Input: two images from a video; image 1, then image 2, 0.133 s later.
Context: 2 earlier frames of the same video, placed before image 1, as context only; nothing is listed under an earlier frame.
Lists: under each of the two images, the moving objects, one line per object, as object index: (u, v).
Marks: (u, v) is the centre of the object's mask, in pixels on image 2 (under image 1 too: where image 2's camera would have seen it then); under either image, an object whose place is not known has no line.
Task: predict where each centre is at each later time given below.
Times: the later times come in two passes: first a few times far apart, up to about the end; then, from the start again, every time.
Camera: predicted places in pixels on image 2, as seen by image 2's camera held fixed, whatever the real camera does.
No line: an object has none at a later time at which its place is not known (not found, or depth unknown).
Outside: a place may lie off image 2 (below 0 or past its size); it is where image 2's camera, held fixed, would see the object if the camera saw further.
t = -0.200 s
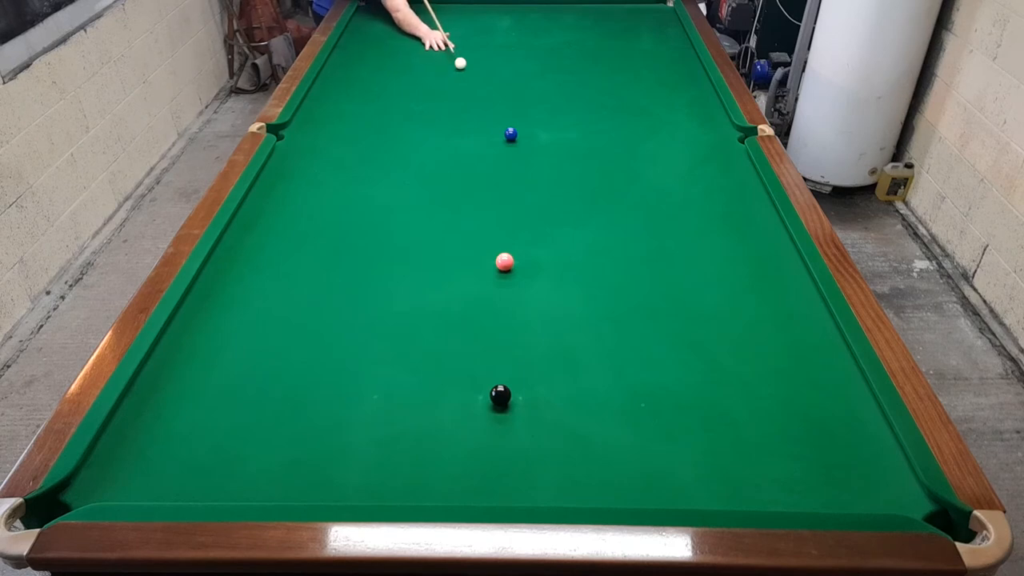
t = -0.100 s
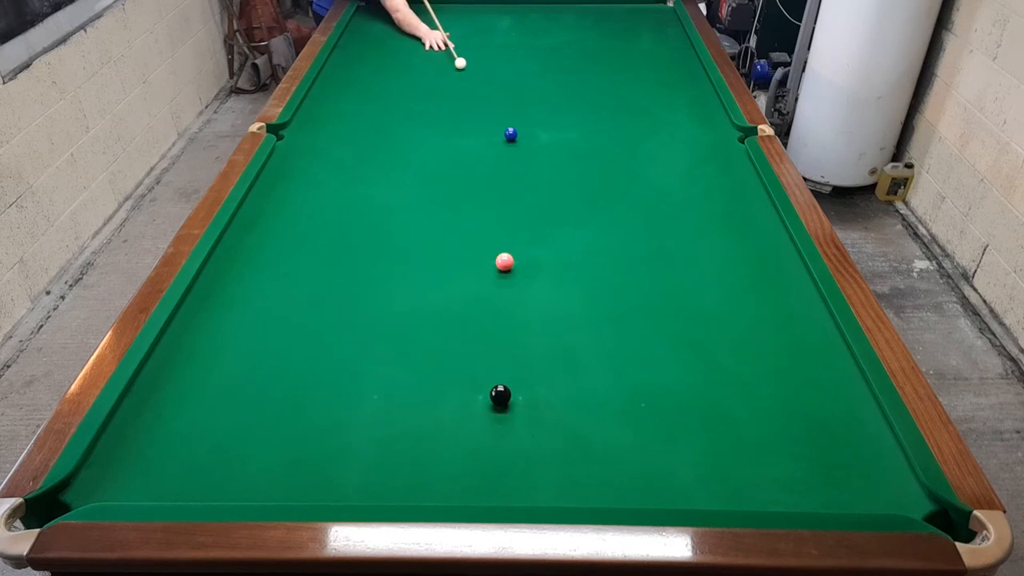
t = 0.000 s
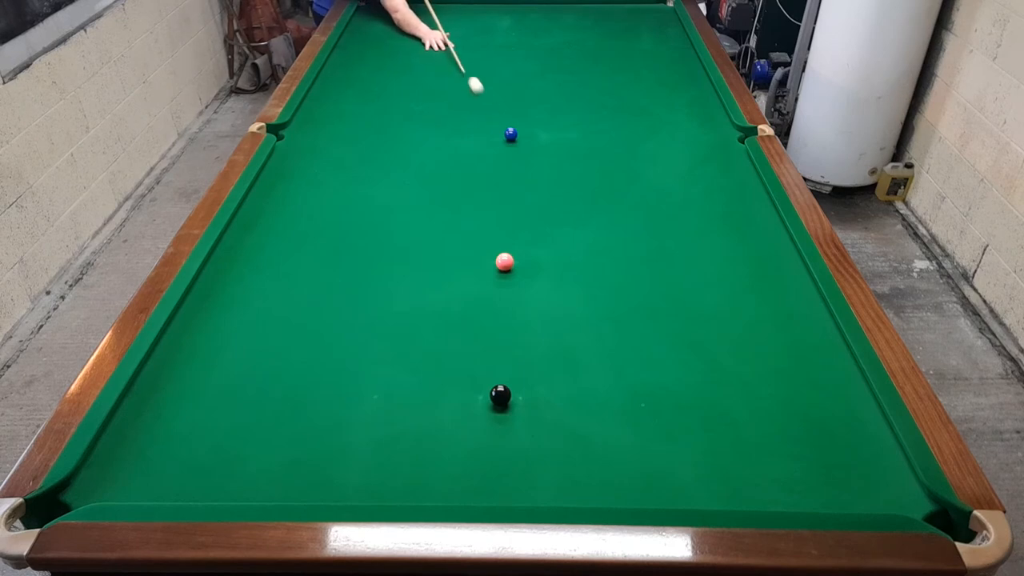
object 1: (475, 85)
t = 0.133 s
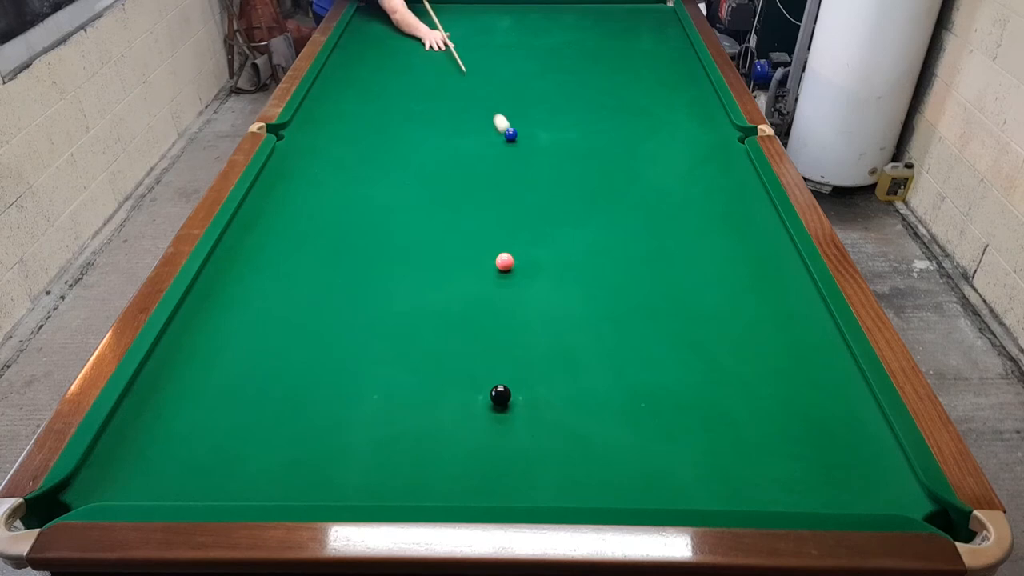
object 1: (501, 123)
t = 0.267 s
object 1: (495, 132)
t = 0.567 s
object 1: (476, 139)
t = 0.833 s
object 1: (459, 145)
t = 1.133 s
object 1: (441, 152)
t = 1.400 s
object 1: (427, 157)
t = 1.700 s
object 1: (412, 162)
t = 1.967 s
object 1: (401, 166)
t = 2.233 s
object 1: (391, 169)
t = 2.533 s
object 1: (381, 173)
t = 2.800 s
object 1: (375, 175)
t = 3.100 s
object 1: (369, 176)
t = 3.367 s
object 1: (366, 177)
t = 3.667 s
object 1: (366, 177)
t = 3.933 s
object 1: (366, 177)
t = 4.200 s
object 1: (366, 177)
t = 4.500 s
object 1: (366, 177)
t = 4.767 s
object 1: (366, 177)
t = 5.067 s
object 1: (366, 177)
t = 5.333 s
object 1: (366, 177)
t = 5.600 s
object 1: (365, 177)
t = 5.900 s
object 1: (366, 177)
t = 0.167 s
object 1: (503, 129)
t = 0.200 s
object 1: (500, 130)
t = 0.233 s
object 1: (498, 131)
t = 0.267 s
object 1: (495, 132)
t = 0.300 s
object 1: (493, 133)
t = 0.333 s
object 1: (491, 134)
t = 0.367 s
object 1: (489, 134)
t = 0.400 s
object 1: (487, 135)
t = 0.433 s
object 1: (484, 136)
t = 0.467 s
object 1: (482, 137)
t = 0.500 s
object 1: (480, 138)
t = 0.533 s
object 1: (478, 138)
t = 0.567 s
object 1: (476, 139)
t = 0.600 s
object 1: (473, 140)
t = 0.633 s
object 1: (471, 141)
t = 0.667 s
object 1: (469, 142)
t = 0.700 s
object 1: (467, 142)
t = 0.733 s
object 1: (465, 143)
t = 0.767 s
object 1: (463, 144)
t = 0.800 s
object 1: (461, 144)
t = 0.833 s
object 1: (459, 145)
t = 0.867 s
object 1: (457, 146)
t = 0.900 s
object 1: (455, 147)
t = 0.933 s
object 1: (452, 148)
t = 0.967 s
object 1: (451, 148)
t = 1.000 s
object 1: (449, 149)
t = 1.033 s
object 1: (447, 150)
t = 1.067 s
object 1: (445, 150)
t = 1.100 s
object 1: (443, 151)
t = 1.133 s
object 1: (441, 152)
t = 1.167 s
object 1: (439, 152)
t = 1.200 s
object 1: (437, 153)
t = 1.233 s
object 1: (436, 154)
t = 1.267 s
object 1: (434, 154)
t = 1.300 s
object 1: (432, 155)
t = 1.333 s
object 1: (430, 156)
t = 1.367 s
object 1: (428, 156)
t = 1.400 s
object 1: (427, 157)
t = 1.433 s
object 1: (425, 157)
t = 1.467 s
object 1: (423, 158)
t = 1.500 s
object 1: (422, 159)
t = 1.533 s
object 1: (420, 159)
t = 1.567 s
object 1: (418, 160)
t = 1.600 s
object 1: (417, 160)
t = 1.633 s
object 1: (415, 161)
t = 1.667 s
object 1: (414, 162)
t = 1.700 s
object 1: (412, 162)
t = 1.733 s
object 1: (411, 163)
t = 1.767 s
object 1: (409, 163)
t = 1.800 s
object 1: (408, 164)
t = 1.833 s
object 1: (406, 164)
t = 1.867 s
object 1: (405, 165)
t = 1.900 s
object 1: (404, 165)
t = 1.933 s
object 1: (402, 165)
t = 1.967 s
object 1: (401, 166)
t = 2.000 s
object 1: (400, 166)
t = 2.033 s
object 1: (398, 167)
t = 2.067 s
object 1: (397, 167)
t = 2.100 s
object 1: (396, 168)
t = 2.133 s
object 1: (395, 168)
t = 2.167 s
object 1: (393, 169)
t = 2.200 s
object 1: (392, 169)
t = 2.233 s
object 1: (391, 169)
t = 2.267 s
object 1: (390, 170)
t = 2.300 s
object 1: (389, 170)
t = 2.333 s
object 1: (388, 171)
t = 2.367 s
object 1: (387, 171)
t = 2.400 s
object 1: (385, 171)
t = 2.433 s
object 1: (384, 172)
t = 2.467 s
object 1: (383, 172)
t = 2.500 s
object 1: (382, 172)
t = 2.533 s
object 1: (381, 173)
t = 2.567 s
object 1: (381, 173)
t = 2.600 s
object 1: (380, 173)
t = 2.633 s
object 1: (379, 173)
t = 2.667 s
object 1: (378, 174)
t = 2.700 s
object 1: (377, 174)
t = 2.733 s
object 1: (376, 174)
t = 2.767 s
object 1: (376, 174)
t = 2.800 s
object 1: (375, 175)
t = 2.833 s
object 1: (374, 175)
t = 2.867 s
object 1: (374, 175)
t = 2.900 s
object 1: (373, 175)
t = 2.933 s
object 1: (372, 176)
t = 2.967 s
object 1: (372, 176)
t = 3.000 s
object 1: (371, 176)
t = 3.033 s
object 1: (370, 176)
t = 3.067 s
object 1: (370, 176)
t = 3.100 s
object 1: (369, 176)
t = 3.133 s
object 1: (369, 176)
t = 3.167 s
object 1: (369, 177)
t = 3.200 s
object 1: (368, 177)
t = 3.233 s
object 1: (368, 177)
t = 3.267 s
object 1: (367, 177)
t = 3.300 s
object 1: (367, 177)
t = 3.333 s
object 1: (367, 177)
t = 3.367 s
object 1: (366, 177)
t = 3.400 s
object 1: (366, 177)
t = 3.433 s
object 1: (366, 177)
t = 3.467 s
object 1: (366, 177)
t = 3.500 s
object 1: (366, 177)
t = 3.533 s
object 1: (366, 177)
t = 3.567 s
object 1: (366, 177)
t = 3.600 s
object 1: (366, 177)
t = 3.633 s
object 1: (366, 177)
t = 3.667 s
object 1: (366, 177)
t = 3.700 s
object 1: (366, 177)
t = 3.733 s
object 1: (366, 177)
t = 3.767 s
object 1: (366, 177)
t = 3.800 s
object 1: (366, 177)
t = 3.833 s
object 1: (366, 177)
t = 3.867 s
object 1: (366, 177)
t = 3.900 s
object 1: (366, 177)
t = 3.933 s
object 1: (366, 177)
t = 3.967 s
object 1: (366, 177)
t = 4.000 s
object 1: (366, 177)
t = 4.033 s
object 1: (366, 177)
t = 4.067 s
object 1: (366, 177)
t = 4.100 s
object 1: (366, 177)
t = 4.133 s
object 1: (366, 177)
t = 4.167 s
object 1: (366, 177)
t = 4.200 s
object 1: (366, 177)
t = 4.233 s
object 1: (366, 177)
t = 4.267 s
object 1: (366, 177)
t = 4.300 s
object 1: (366, 177)
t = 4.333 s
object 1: (366, 177)
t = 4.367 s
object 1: (366, 177)
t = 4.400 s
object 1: (366, 177)
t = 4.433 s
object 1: (366, 177)
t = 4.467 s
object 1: (366, 177)
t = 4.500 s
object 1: (366, 177)
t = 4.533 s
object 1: (366, 177)
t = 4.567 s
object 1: (366, 177)
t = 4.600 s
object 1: (366, 177)
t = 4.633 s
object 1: (366, 177)
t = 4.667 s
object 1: (366, 177)
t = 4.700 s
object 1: (366, 177)
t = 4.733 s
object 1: (366, 177)
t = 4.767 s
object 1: (366, 177)
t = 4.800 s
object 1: (366, 177)
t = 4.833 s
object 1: (366, 177)
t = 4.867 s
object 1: (366, 177)
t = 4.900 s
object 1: (366, 177)
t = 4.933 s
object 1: (366, 177)
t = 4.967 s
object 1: (366, 177)
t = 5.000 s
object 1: (366, 177)
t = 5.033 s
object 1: (366, 177)
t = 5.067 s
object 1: (366, 177)
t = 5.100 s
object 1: (366, 177)
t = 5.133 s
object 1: (366, 177)
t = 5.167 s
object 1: (366, 177)
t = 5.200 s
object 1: (366, 177)
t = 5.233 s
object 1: (366, 177)
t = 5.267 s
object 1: (366, 177)
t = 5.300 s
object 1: (366, 177)
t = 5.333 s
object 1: (366, 177)
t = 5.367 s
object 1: (365, 177)
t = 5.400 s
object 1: (365, 177)
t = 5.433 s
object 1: (365, 177)
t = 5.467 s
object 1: (366, 177)
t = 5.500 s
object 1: (365, 177)
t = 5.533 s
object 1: (365, 177)
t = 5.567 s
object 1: (365, 177)
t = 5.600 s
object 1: (365, 177)
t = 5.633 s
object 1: (365, 177)
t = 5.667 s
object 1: (365, 177)
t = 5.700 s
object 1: (366, 177)
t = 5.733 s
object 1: (365, 177)
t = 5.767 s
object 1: (365, 177)
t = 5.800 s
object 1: (365, 177)
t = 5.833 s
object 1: (365, 177)
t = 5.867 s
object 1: (365, 177)
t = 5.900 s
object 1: (366, 177)
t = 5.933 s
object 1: (365, 177)
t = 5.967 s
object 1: (365, 177)
